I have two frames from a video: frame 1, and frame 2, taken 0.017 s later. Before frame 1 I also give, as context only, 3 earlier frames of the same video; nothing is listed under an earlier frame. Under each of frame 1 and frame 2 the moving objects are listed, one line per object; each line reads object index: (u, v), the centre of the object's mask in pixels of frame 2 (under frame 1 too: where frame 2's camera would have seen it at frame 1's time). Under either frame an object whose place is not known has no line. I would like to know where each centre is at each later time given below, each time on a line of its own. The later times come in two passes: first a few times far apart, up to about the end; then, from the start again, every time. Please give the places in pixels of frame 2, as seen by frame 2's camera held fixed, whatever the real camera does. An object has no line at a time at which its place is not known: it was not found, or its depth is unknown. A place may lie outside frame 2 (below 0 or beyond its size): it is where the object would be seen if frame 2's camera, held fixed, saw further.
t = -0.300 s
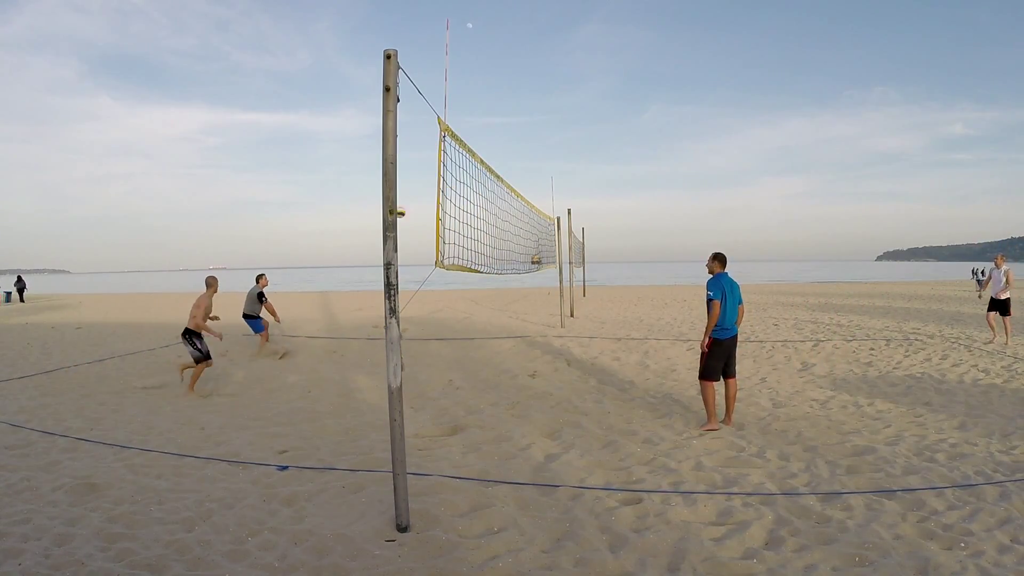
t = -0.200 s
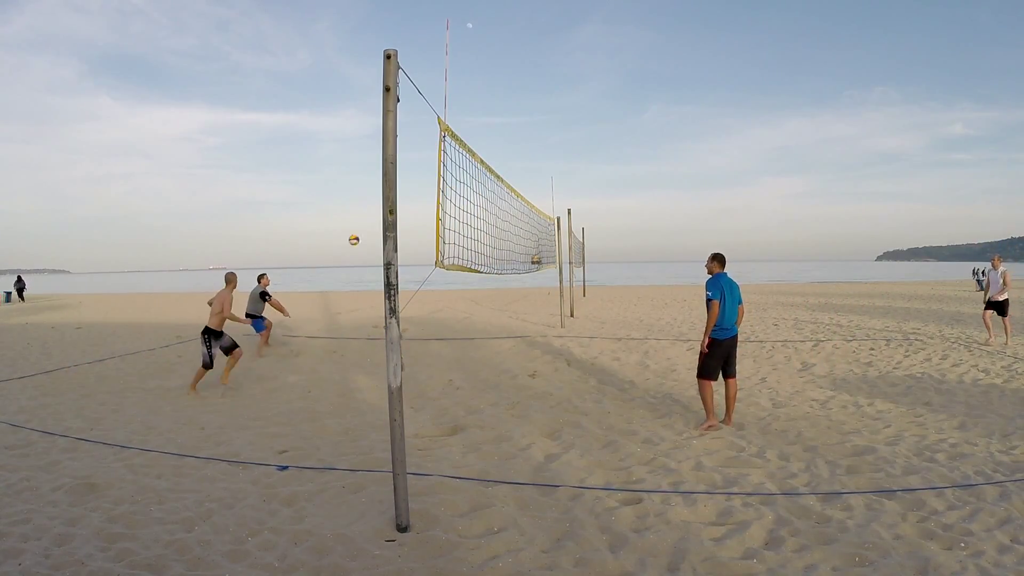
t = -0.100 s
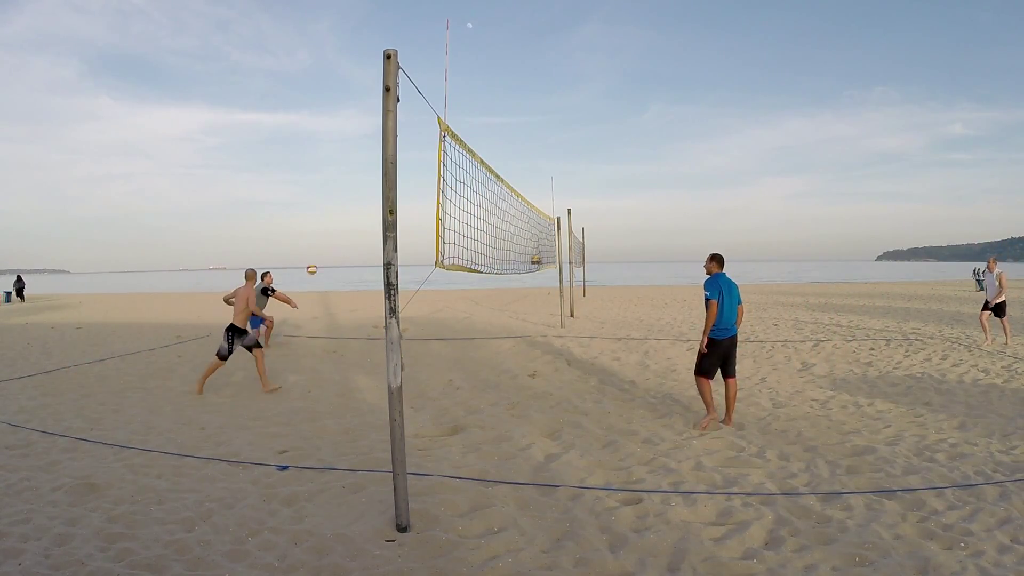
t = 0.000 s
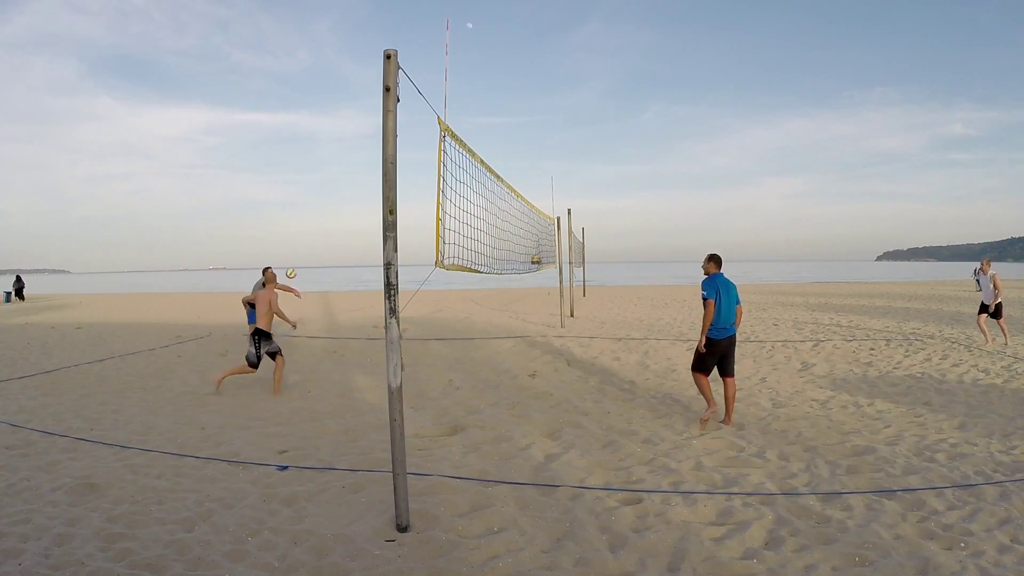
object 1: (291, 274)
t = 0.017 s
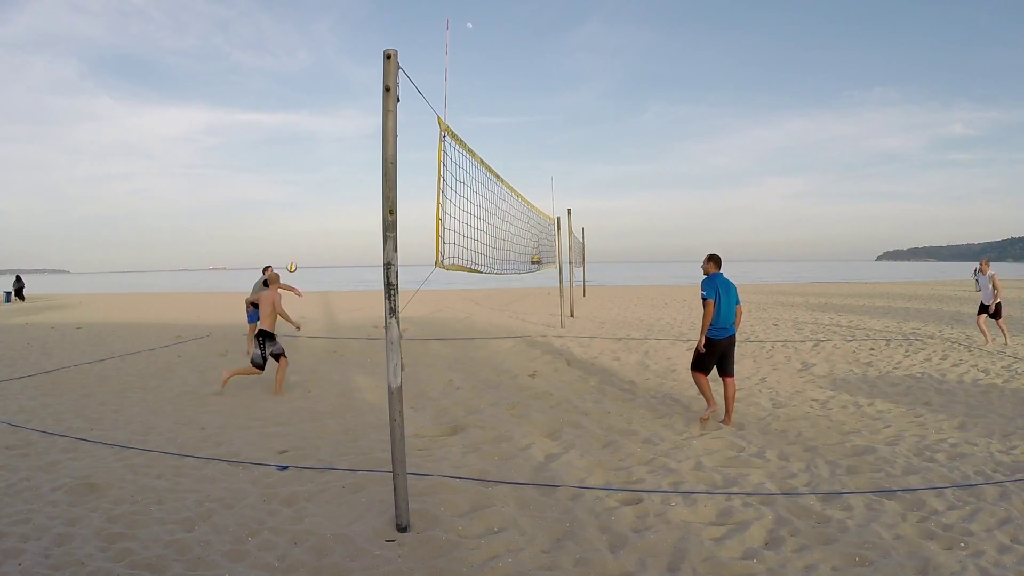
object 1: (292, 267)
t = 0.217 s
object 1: (303, 204)
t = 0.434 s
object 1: (316, 156)
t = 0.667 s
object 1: (331, 130)
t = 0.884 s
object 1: (345, 130)
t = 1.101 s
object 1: (360, 158)
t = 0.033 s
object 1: (292, 261)
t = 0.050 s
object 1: (293, 256)
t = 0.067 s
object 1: (294, 250)
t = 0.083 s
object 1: (295, 244)
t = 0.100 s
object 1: (296, 239)
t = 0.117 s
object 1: (297, 233)
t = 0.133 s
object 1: (298, 228)
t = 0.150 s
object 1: (299, 223)
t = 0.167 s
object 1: (300, 218)
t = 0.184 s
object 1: (301, 213)
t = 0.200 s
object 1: (302, 208)
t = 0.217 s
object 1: (303, 204)
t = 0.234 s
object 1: (304, 199)
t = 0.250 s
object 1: (305, 195)
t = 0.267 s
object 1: (306, 191)
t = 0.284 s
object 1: (307, 187)
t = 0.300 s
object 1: (308, 183)
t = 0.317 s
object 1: (309, 179)
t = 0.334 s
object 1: (310, 175)
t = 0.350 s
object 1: (311, 172)
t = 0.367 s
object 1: (312, 168)
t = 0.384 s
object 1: (313, 165)
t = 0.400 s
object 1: (314, 162)
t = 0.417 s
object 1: (315, 159)
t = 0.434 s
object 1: (316, 156)
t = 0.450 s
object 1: (317, 153)
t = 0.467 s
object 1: (318, 150)
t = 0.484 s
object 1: (319, 148)
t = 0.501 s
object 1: (321, 145)
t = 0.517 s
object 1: (321, 143)
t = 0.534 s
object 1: (322, 141)
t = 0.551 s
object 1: (324, 139)
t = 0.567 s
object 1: (325, 137)
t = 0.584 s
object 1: (326, 136)
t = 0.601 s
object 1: (327, 134)
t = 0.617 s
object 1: (328, 133)
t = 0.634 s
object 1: (329, 132)
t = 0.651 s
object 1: (330, 130)
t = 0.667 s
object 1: (331, 130)
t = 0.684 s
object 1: (332, 129)
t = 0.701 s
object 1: (333, 128)
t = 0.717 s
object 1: (334, 128)
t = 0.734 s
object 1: (335, 127)
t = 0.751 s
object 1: (336, 127)
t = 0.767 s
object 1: (337, 127)
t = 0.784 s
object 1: (339, 127)
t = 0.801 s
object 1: (340, 127)
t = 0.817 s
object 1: (341, 128)
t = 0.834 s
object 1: (342, 128)
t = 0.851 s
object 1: (343, 129)
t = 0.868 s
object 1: (344, 129)
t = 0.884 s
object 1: (345, 130)
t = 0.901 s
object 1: (346, 132)
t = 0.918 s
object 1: (347, 133)
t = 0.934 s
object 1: (348, 135)
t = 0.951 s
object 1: (349, 136)
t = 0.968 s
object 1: (351, 138)
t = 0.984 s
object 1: (352, 140)
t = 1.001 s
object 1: (353, 142)
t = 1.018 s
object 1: (354, 144)
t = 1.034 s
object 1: (355, 147)
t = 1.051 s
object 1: (356, 149)
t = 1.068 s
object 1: (358, 152)
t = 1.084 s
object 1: (359, 155)
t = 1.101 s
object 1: (360, 158)
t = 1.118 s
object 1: (361, 162)
